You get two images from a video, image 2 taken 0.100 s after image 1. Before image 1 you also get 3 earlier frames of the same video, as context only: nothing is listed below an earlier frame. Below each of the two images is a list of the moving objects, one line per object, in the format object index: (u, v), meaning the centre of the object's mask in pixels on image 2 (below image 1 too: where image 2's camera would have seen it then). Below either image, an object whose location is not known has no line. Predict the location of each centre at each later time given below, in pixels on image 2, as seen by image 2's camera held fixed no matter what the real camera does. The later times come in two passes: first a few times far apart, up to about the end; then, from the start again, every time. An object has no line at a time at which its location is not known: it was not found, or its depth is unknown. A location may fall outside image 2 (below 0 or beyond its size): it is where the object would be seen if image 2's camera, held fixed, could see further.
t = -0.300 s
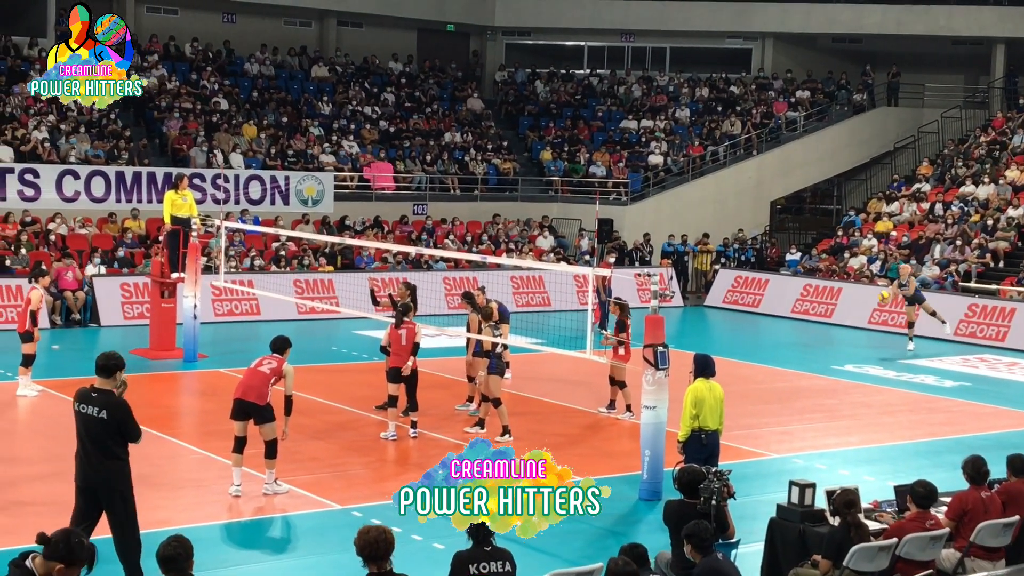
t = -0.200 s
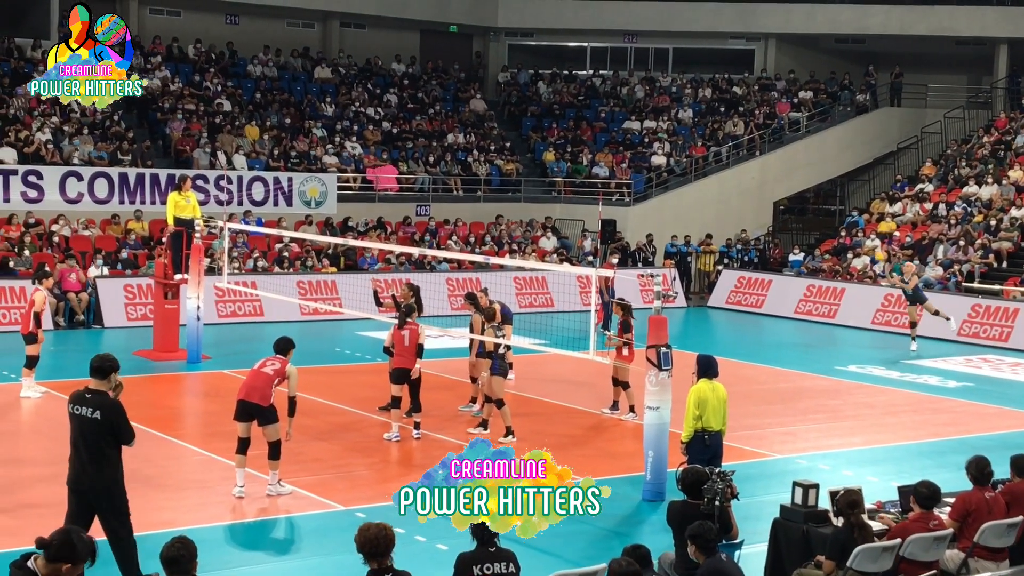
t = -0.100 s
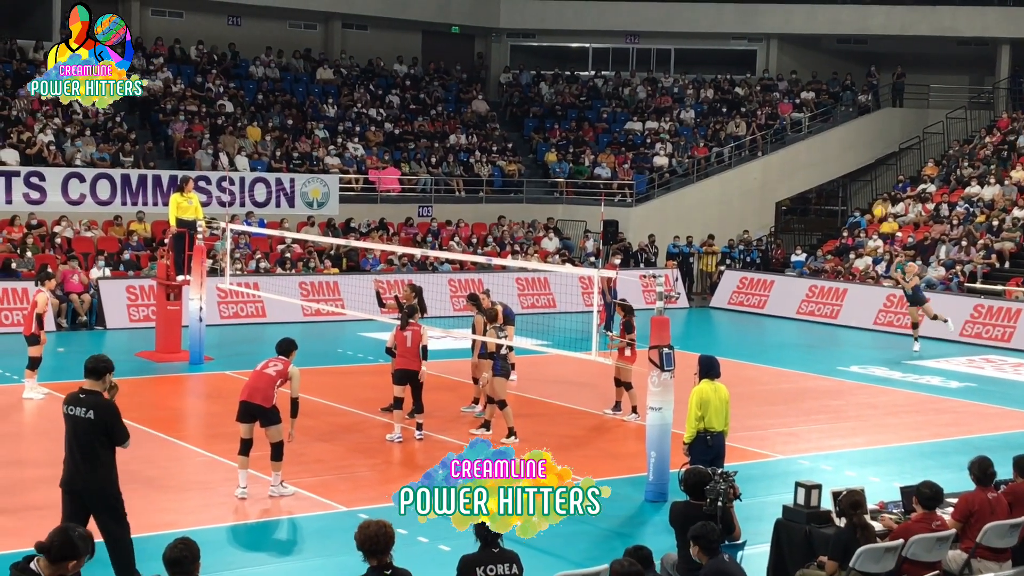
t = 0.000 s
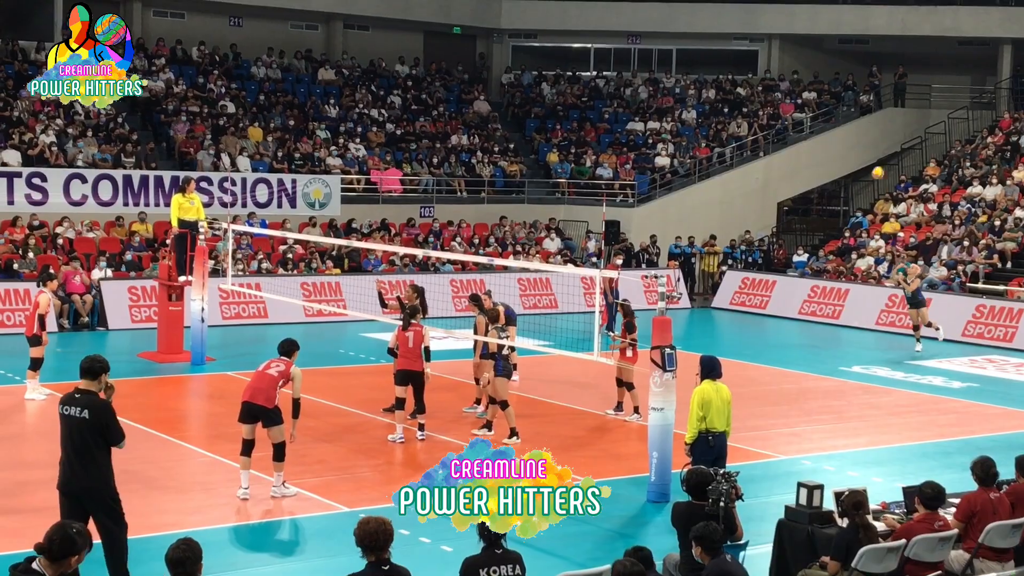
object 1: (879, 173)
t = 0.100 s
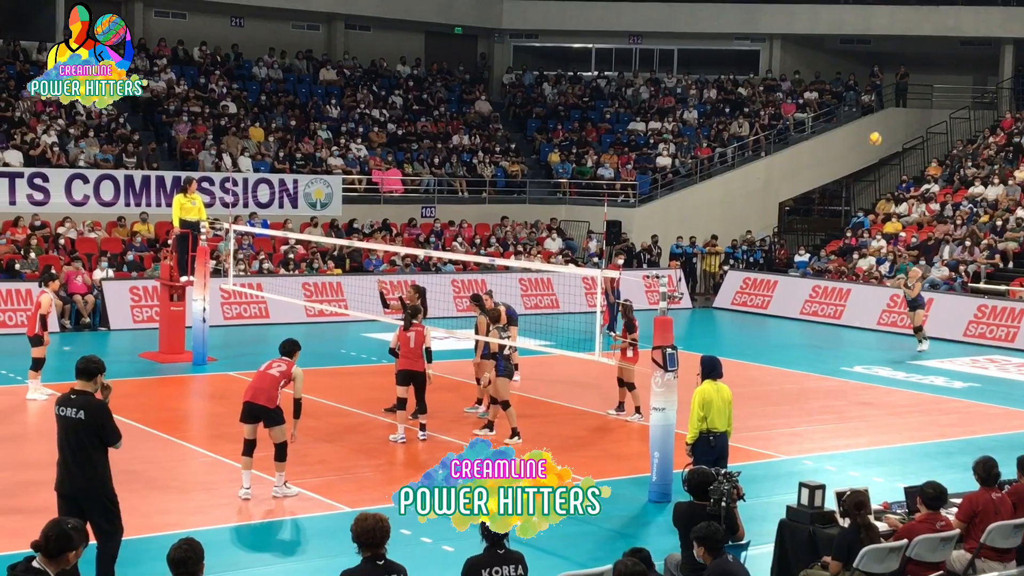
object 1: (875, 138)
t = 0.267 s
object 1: (867, 95)
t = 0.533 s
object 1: (852, 53)
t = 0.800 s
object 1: (835, 50)
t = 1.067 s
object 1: (816, 85)
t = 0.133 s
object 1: (874, 128)
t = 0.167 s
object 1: (872, 119)
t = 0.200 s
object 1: (871, 110)
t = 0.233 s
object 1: (869, 101)
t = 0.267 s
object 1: (867, 95)
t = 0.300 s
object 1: (866, 86)
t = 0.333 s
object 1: (864, 80)
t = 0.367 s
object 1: (862, 74)
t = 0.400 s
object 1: (860, 68)
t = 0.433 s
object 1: (858, 63)
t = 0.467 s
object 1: (857, 59)
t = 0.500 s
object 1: (854, 55)
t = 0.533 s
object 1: (852, 53)
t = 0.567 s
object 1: (851, 50)
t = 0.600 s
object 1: (848, 48)
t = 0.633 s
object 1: (846, 47)
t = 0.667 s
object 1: (844, 46)
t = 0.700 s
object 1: (842, 46)
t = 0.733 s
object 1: (840, 47)
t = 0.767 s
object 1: (837, 48)
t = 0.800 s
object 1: (835, 50)
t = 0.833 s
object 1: (832, 52)
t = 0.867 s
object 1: (830, 55)
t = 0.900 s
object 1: (828, 59)
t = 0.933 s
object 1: (826, 62)
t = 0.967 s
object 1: (823, 67)
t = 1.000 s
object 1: (821, 73)
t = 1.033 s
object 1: (818, 79)
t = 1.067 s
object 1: (816, 85)
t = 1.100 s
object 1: (813, 93)
